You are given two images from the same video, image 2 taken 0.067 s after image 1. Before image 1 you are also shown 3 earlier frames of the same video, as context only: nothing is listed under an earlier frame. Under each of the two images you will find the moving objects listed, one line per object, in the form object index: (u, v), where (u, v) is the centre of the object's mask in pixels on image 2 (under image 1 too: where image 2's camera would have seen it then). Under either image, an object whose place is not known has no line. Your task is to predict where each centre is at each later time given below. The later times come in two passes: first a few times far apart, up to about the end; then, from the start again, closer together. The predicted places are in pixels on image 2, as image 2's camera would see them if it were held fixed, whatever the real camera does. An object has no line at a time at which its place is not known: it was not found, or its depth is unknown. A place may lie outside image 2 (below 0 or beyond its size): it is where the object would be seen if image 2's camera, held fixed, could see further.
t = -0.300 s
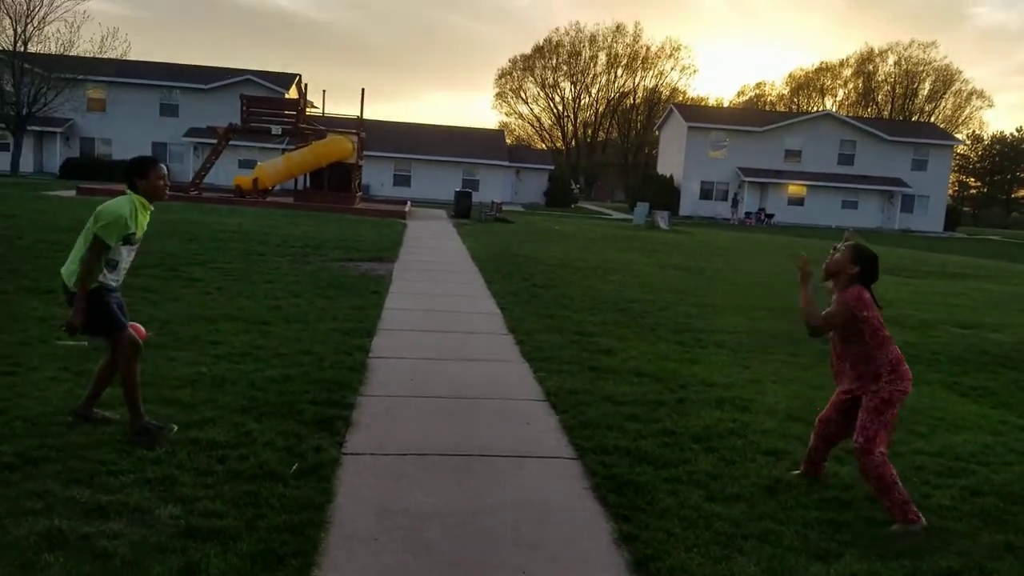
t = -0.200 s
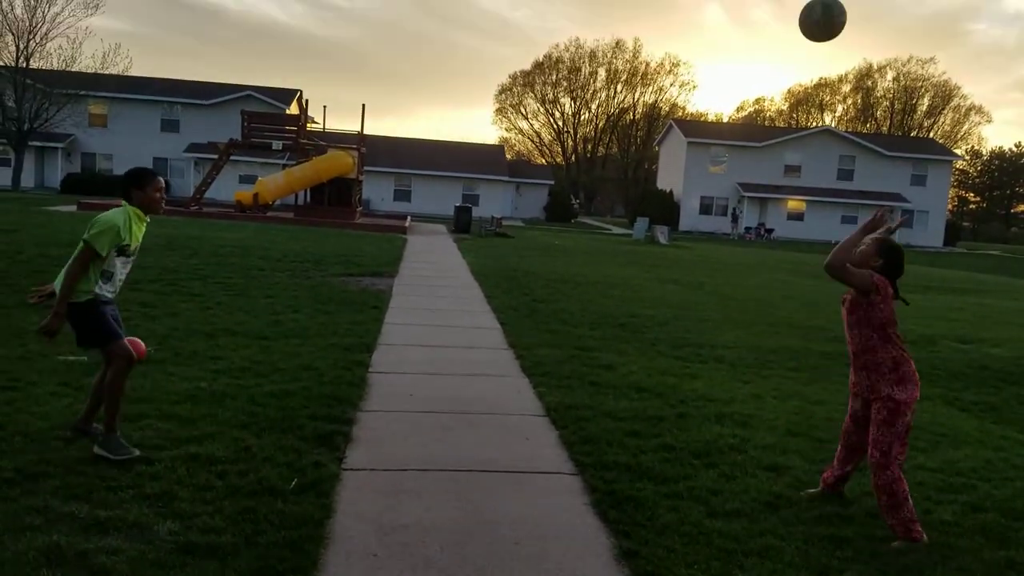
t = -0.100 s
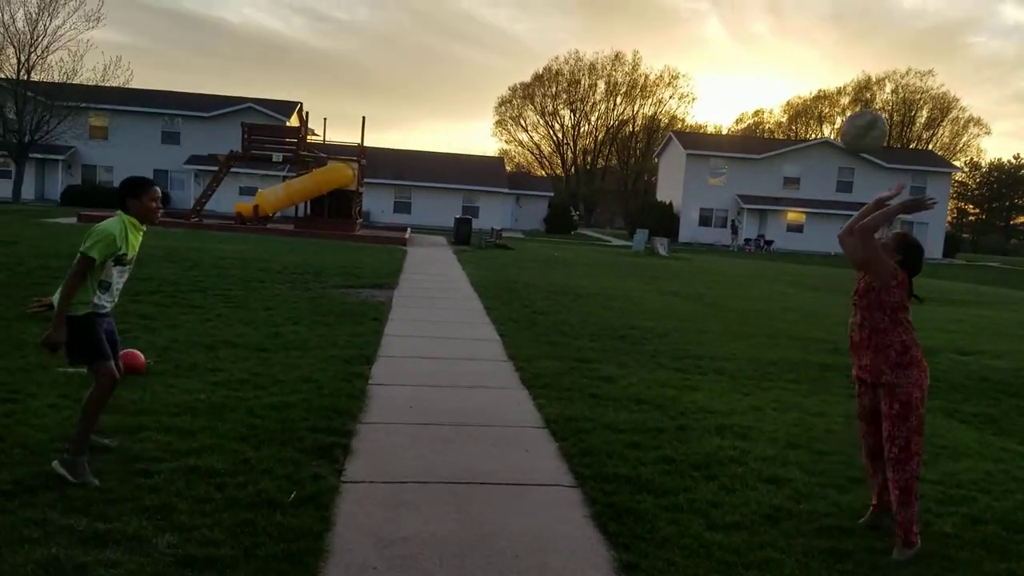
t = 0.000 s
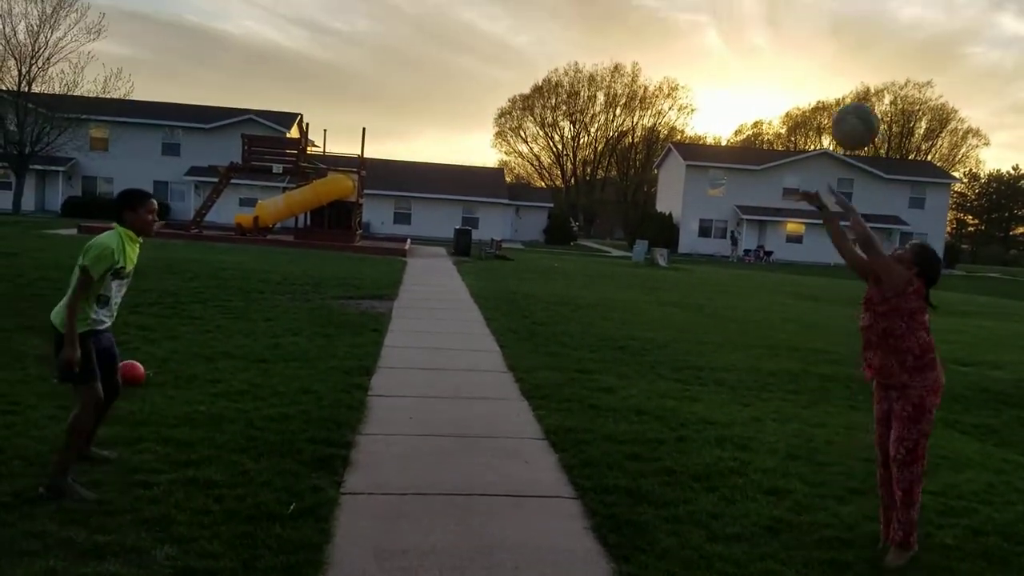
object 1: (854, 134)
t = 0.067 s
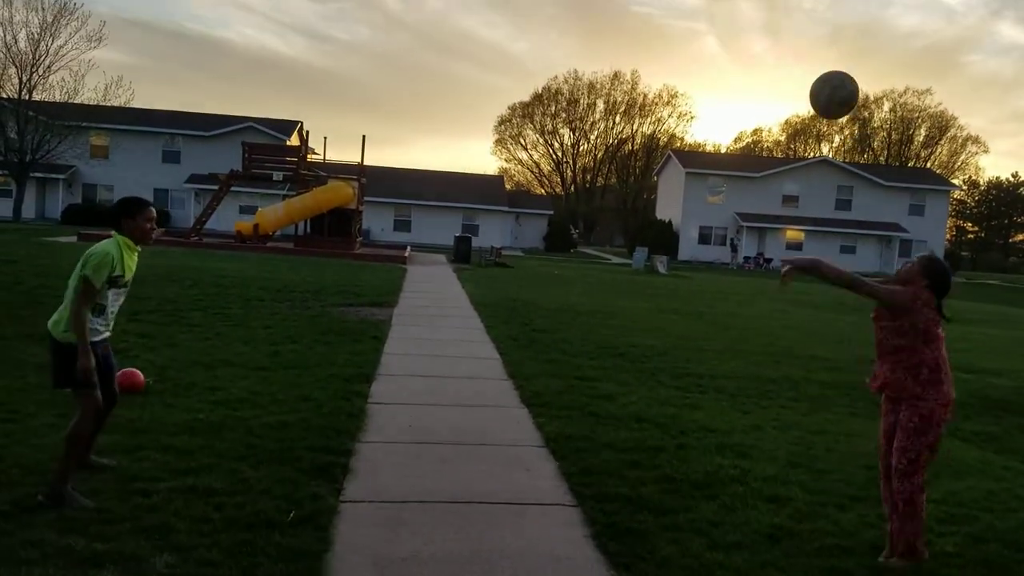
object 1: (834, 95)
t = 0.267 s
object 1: (765, 31)
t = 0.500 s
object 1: (667, 70)
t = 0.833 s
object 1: (496, 343)
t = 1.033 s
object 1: (396, 536)
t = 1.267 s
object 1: (389, 303)
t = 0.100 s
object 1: (823, 78)
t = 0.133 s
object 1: (813, 64)
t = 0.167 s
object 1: (801, 51)
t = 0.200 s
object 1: (790, 42)
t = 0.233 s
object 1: (778, 35)
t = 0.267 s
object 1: (765, 31)
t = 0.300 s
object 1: (752, 29)
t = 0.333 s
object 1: (739, 29)
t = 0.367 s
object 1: (725, 32)
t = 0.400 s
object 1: (711, 37)
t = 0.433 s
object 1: (697, 45)
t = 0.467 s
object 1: (682, 56)
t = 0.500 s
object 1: (667, 70)
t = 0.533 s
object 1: (652, 86)
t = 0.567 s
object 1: (636, 104)
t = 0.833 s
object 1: (496, 343)
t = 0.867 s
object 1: (478, 385)
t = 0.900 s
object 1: (458, 429)
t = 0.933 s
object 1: (438, 475)
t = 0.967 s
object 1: (417, 524)
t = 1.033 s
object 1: (396, 536)
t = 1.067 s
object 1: (395, 494)
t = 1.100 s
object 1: (395, 455)
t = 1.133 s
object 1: (394, 419)
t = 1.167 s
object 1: (393, 386)
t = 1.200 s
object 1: (392, 355)
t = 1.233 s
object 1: (390, 327)
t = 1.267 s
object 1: (389, 303)
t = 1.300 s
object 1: (387, 281)
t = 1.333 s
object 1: (385, 263)
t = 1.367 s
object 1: (382, 246)
